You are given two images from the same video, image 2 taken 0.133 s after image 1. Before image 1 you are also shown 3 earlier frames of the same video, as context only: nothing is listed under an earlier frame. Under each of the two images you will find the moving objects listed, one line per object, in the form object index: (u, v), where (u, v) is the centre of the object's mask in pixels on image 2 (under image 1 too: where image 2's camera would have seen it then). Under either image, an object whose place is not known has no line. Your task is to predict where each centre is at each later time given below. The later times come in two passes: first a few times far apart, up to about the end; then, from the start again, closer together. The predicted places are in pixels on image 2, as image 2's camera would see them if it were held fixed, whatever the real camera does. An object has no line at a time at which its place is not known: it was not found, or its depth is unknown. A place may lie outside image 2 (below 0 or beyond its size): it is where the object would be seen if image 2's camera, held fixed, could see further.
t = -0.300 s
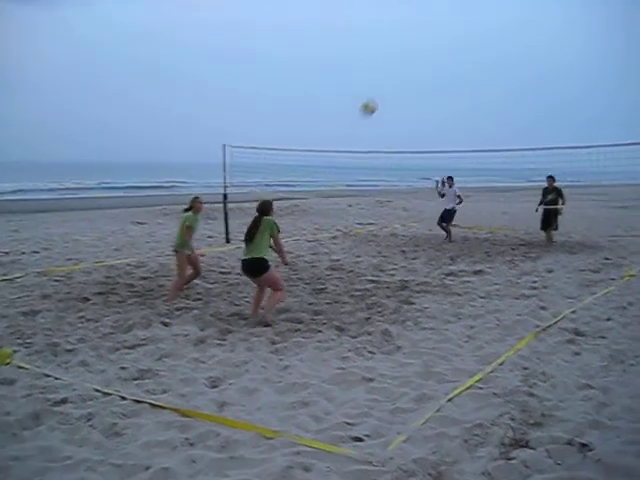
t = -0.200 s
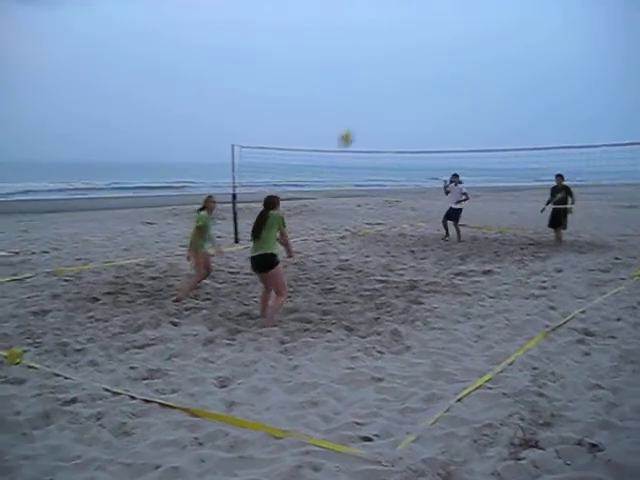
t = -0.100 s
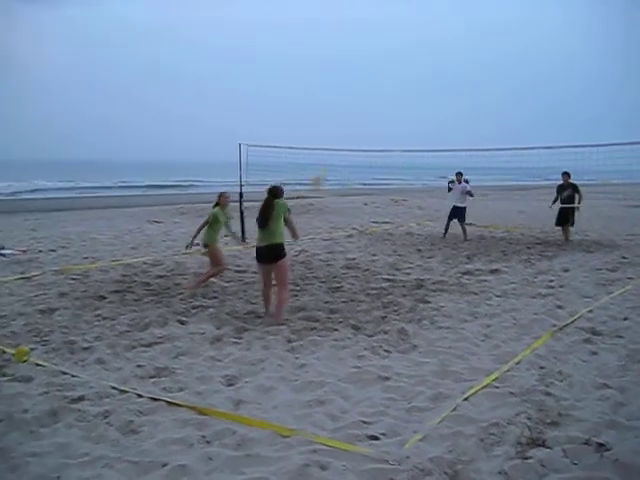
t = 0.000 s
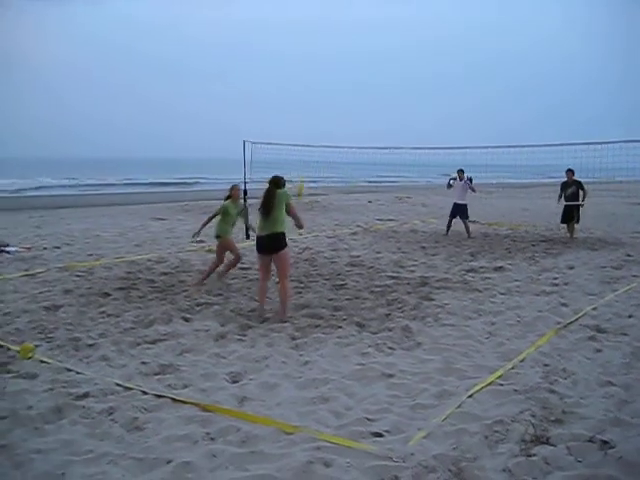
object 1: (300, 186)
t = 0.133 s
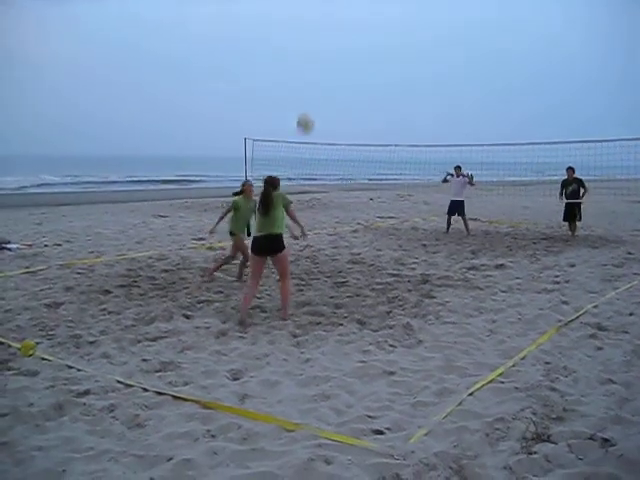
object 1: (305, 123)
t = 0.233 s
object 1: (308, 86)
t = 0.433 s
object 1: (313, 39)
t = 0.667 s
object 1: (317, 24)
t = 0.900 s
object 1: (321, 50)
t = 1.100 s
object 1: (322, 103)
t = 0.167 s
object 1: (306, 110)
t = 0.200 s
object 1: (306, 98)
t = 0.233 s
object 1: (308, 86)
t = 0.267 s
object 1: (308, 77)
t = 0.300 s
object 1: (310, 67)
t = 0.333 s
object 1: (310, 57)
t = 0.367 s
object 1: (311, 50)
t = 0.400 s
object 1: (312, 44)
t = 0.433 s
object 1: (313, 39)
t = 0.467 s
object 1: (313, 34)
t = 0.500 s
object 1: (314, 30)
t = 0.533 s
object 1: (315, 27)
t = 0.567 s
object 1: (315, 25)
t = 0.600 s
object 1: (316, 23)
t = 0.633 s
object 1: (317, 23)
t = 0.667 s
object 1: (317, 24)
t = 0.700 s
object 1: (318, 25)
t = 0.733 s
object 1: (318, 27)
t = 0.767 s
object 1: (319, 30)
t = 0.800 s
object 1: (319, 34)
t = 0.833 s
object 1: (319, 39)
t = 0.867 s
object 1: (320, 44)
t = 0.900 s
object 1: (321, 50)
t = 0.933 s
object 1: (321, 56)
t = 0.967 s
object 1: (321, 64)
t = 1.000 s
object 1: (321, 73)
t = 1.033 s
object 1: (322, 82)
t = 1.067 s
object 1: (322, 91)
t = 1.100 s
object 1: (322, 103)
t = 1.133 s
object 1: (323, 113)
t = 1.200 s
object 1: (322, 138)
